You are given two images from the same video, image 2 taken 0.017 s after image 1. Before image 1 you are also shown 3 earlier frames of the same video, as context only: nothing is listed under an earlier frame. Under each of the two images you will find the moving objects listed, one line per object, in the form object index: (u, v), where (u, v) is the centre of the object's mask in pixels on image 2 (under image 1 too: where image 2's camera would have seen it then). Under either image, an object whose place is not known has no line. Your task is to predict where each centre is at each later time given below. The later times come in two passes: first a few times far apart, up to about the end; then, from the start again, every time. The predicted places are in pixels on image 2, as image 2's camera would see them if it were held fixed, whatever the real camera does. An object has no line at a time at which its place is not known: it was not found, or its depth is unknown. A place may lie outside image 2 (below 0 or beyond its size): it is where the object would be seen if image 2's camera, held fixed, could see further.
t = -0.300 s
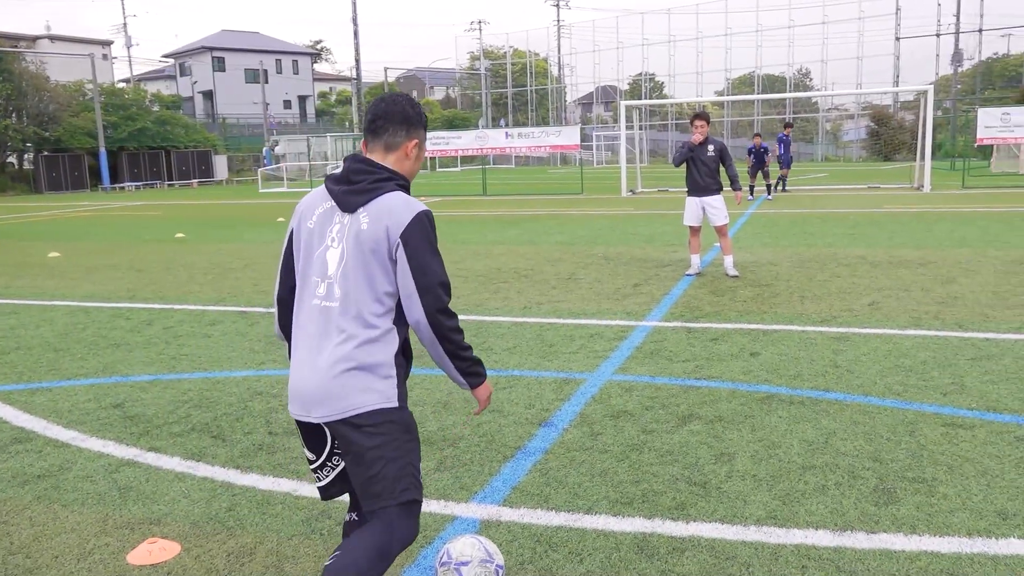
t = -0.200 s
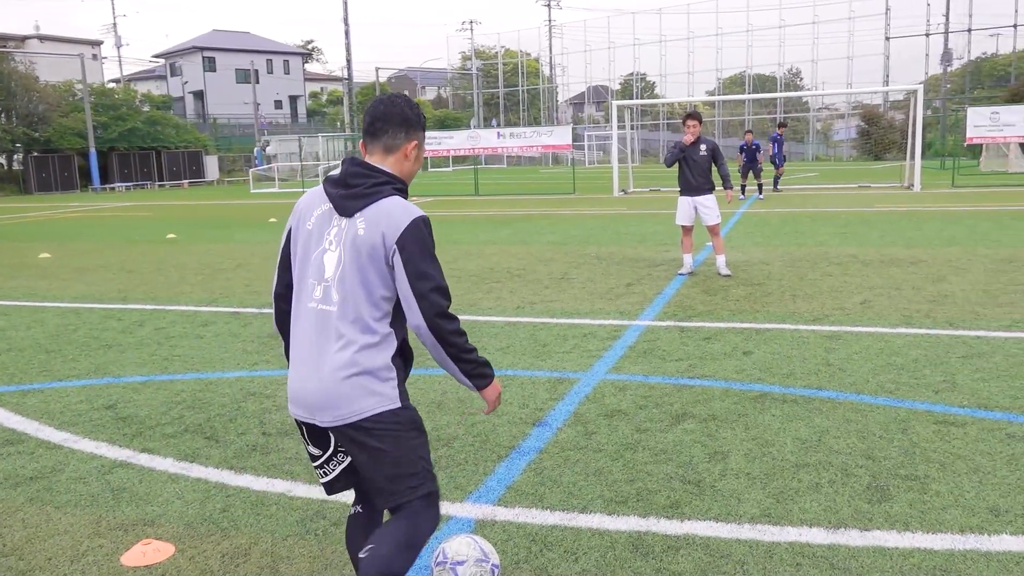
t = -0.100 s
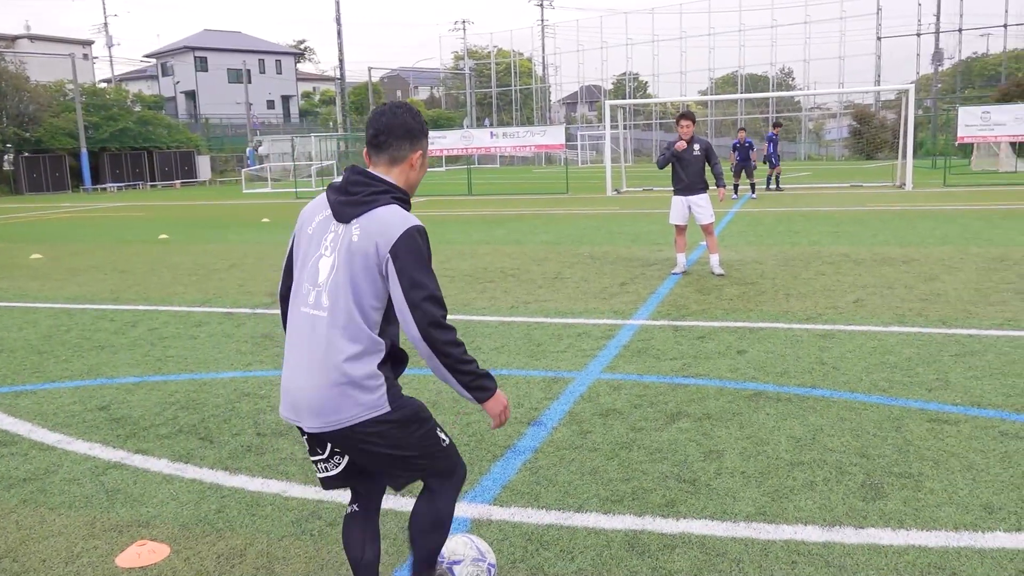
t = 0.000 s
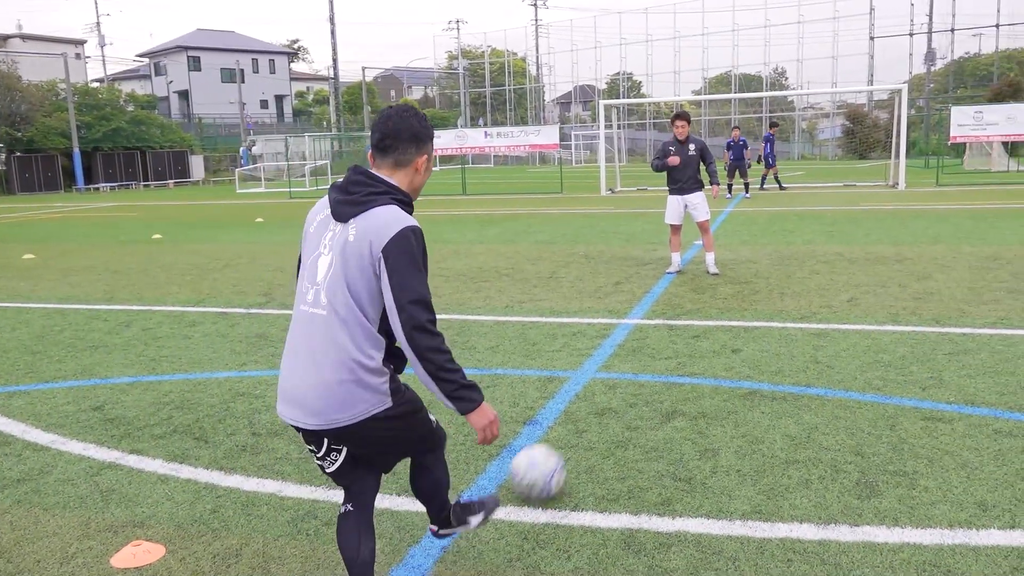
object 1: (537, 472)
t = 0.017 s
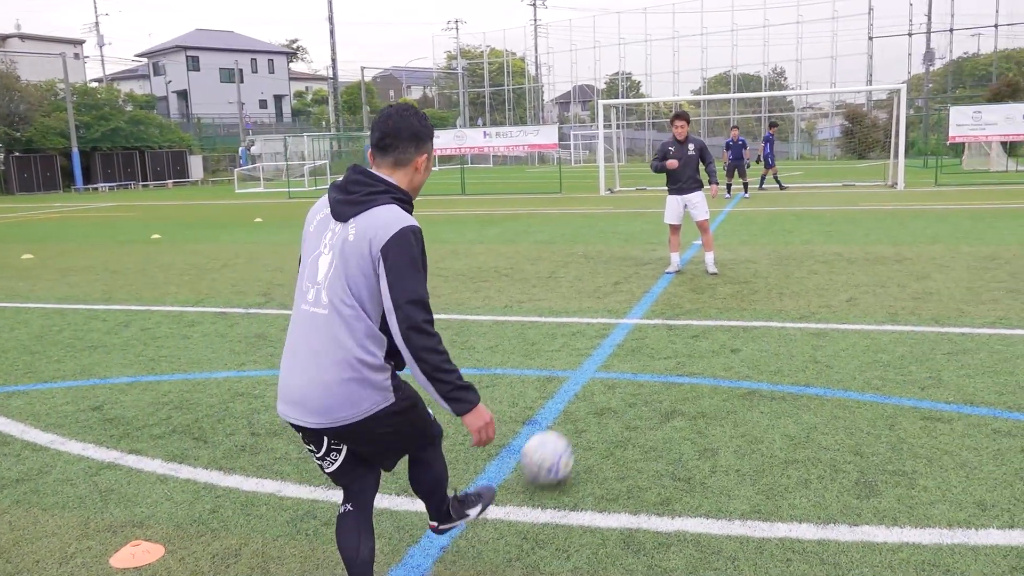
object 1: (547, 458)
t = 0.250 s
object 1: (633, 354)
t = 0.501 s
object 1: (669, 307)
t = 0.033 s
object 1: (556, 447)
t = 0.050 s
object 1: (565, 436)
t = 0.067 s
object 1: (574, 426)
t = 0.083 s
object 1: (582, 418)
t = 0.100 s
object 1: (588, 410)
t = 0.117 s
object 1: (595, 402)
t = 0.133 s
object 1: (601, 395)
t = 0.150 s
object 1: (606, 387)
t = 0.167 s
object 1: (612, 381)
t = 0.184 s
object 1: (616, 375)
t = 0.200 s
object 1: (621, 371)
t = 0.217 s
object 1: (625, 366)
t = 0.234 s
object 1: (629, 360)
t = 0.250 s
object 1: (633, 354)
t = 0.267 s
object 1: (636, 350)
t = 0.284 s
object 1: (639, 347)
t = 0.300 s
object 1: (643, 343)
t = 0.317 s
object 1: (646, 340)
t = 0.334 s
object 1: (648, 337)
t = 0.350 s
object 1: (651, 332)
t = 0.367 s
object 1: (654, 329)
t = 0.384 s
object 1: (656, 326)
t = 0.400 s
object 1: (658, 324)
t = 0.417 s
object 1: (660, 321)
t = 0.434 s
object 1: (662, 318)
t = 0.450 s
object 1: (664, 314)
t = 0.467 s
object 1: (666, 312)
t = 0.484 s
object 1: (668, 308)
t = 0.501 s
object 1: (669, 307)
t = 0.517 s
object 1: (671, 306)
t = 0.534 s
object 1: (672, 304)
